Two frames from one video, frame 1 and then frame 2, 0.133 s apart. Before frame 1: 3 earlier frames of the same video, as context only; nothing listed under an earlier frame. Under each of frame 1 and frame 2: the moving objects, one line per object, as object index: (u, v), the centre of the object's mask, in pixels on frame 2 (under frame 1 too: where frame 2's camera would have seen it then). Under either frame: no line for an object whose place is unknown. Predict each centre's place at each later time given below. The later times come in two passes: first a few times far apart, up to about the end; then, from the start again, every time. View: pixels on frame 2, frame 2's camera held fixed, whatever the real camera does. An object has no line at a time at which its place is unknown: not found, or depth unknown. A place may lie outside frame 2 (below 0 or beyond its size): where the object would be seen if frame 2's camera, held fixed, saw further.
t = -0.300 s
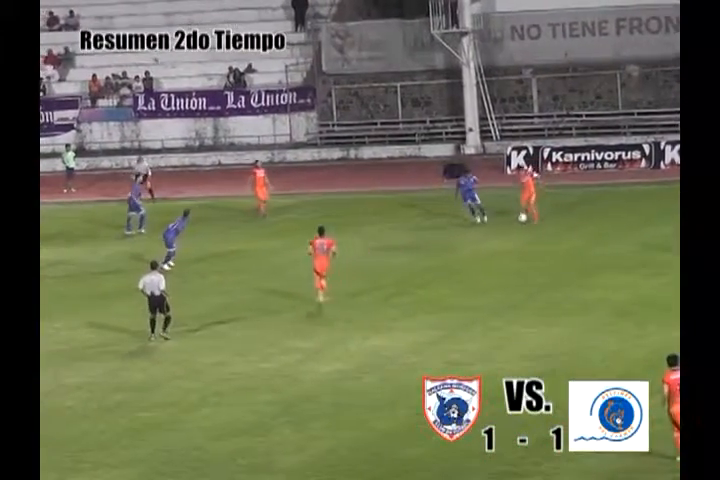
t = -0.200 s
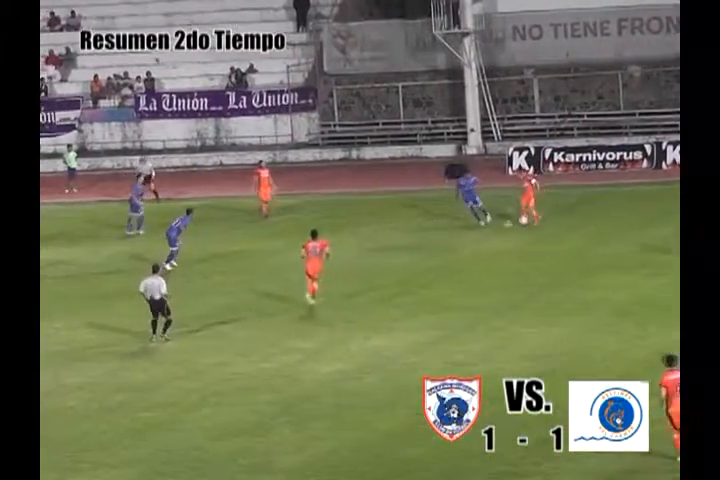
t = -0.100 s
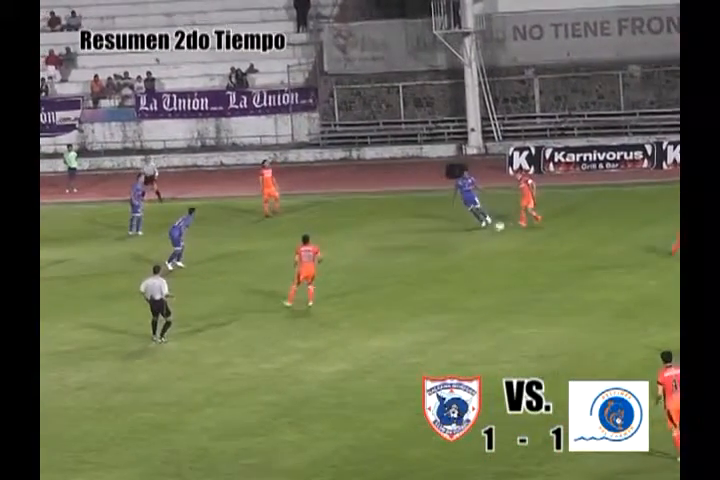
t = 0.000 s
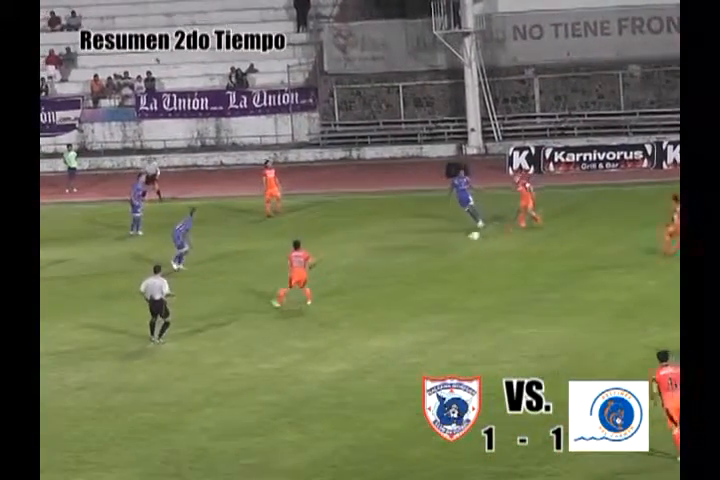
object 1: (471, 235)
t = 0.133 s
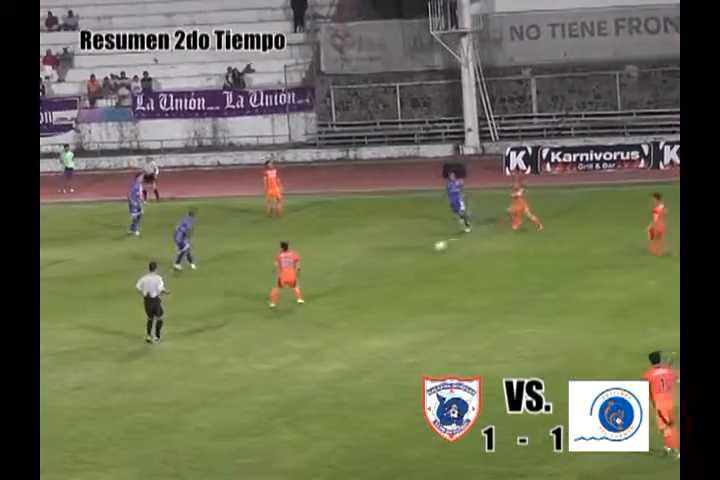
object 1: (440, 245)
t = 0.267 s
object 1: (408, 255)
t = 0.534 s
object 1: (353, 272)
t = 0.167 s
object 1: (431, 248)
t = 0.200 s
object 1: (423, 251)
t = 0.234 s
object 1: (415, 254)
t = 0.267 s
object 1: (408, 255)
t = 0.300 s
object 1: (400, 257)
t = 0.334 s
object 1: (393, 258)
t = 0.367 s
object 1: (385, 262)
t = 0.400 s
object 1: (379, 264)
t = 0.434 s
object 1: (371, 268)
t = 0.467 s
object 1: (365, 270)
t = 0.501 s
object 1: (359, 271)
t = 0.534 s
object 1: (353, 272)
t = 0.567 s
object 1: (346, 275)
